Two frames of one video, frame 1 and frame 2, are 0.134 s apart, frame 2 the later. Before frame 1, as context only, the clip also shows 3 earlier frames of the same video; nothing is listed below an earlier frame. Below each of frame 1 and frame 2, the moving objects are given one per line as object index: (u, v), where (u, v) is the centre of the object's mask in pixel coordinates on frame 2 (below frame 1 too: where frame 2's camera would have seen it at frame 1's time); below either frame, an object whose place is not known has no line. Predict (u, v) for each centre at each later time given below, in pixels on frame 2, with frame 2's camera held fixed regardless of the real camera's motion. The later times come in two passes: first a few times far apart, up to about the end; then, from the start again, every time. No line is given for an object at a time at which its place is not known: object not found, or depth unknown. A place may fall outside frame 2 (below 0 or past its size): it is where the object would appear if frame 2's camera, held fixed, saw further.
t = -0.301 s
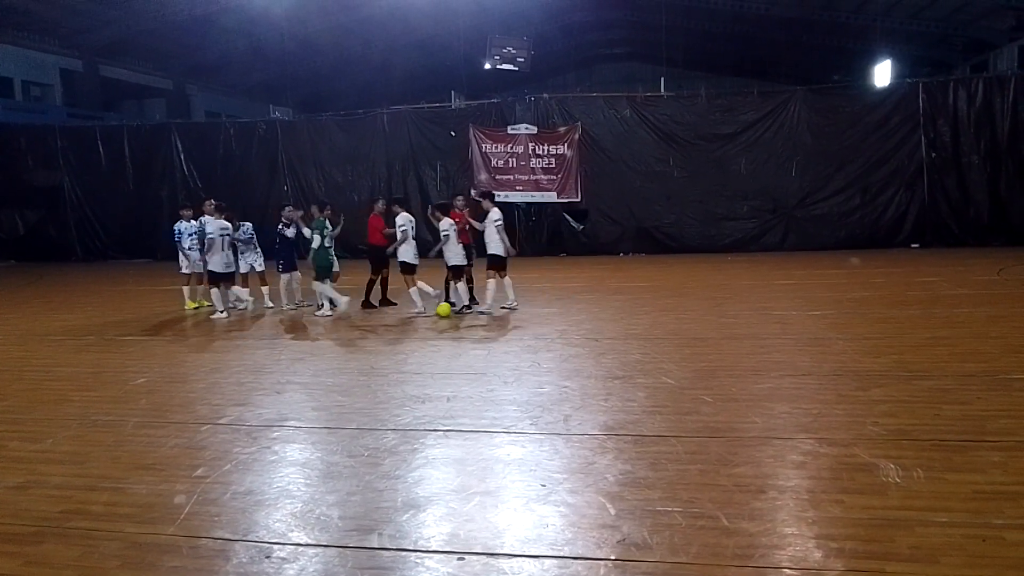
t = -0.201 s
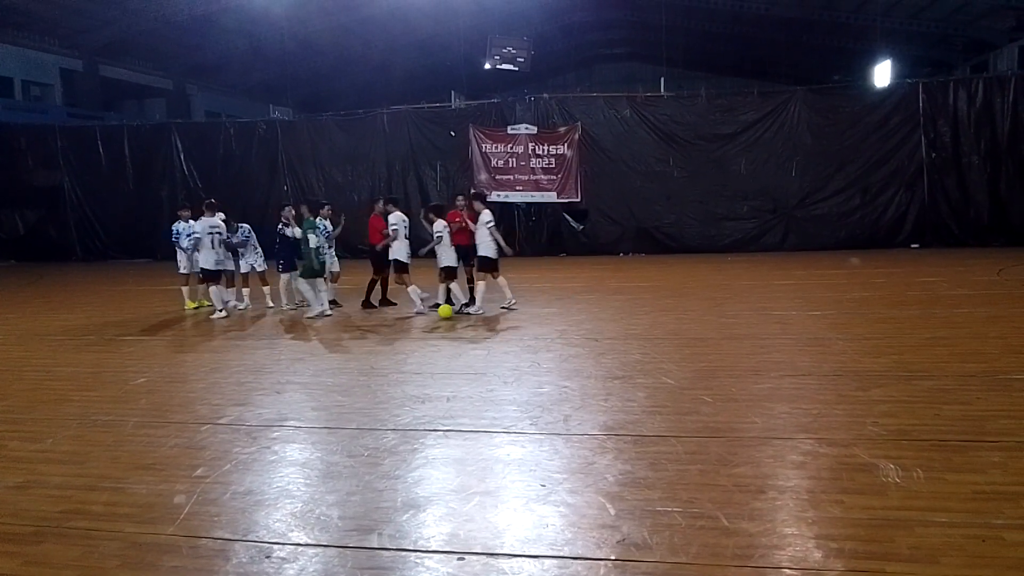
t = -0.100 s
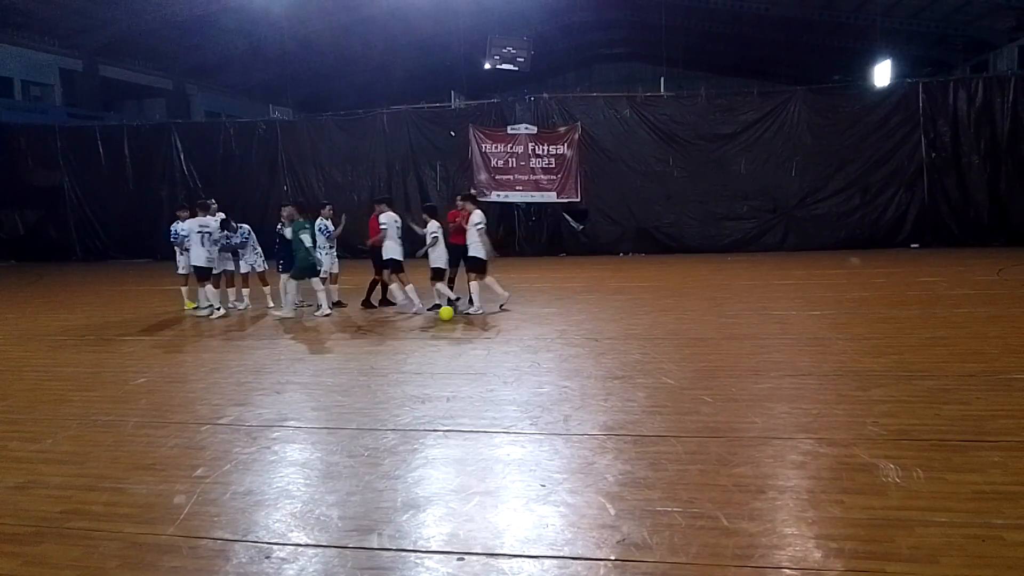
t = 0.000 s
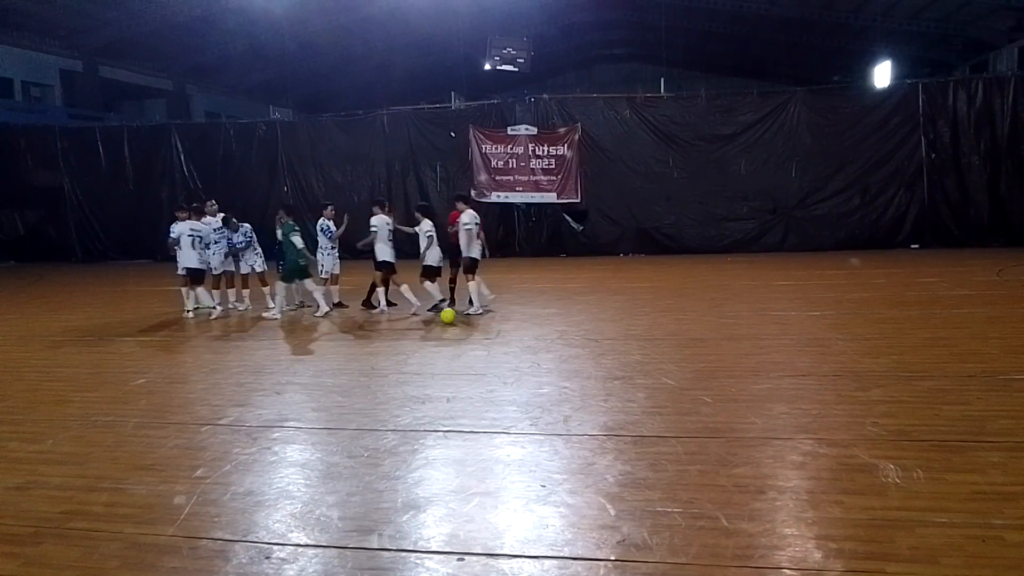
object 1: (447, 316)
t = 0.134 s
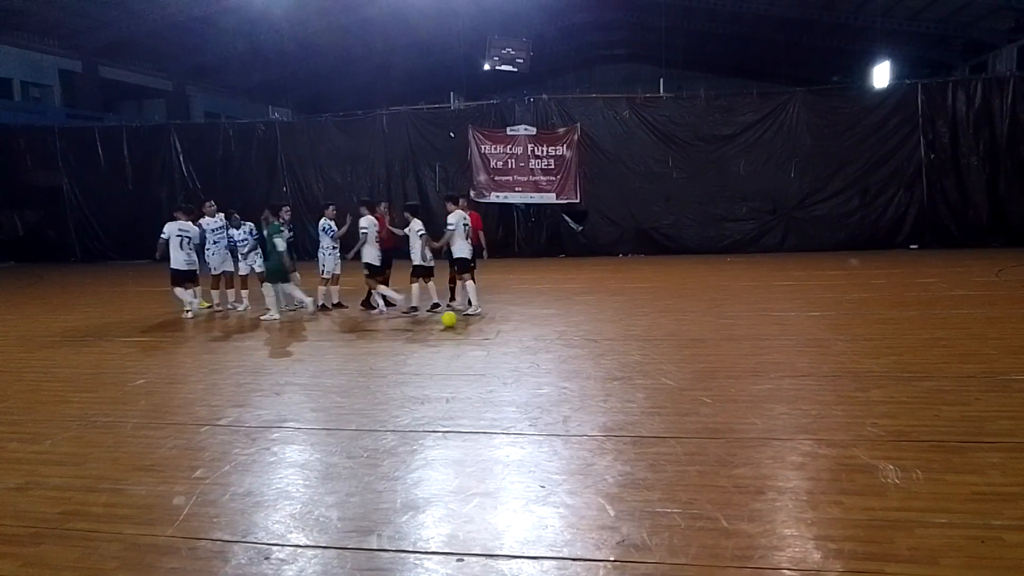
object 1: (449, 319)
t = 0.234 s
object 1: (450, 322)
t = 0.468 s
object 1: (454, 327)
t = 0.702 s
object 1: (457, 333)
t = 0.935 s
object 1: (461, 339)
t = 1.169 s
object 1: (465, 345)
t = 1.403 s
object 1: (469, 352)
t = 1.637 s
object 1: (474, 360)
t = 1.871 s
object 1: (479, 369)
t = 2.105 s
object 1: (485, 377)
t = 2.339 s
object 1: (491, 387)
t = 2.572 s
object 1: (499, 397)
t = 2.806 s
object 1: (507, 408)
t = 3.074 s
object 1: (518, 421)
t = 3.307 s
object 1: (531, 435)
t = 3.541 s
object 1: (545, 451)
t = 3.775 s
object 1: (558, 467)
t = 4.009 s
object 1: (574, 485)
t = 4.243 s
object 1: (592, 505)
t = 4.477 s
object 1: (610, 526)
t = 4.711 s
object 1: (632, 551)
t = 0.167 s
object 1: (449, 320)
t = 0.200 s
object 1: (450, 321)
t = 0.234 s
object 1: (450, 322)
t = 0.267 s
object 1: (451, 322)
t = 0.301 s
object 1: (451, 323)
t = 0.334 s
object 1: (452, 323)
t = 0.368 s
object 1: (452, 324)
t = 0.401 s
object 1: (453, 325)
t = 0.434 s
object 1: (453, 326)
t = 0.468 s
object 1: (454, 327)
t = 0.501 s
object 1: (455, 327)
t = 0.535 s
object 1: (455, 328)
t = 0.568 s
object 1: (455, 329)
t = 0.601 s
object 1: (456, 330)
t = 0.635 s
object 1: (456, 332)
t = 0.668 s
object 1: (457, 332)
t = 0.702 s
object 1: (457, 333)
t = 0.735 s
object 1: (458, 333)
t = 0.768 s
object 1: (458, 334)
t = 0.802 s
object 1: (459, 335)
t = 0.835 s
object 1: (459, 336)
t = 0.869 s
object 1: (460, 337)
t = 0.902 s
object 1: (461, 338)
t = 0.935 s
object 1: (461, 339)
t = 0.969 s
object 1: (461, 340)
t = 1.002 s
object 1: (462, 340)
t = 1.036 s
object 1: (463, 341)
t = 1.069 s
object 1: (463, 342)
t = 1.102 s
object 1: (464, 343)
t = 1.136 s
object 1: (464, 344)
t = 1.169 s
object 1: (465, 345)
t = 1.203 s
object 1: (465, 346)
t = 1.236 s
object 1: (466, 347)
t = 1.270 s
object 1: (467, 348)
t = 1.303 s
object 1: (467, 349)
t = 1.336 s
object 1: (468, 351)
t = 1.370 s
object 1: (468, 352)
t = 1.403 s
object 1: (469, 352)
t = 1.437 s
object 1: (470, 354)
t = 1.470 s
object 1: (470, 355)
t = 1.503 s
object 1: (471, 356)
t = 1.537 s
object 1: (471, 357)
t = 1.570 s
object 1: (472, 358)
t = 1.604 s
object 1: (473, 359)
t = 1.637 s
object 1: (474, 360)
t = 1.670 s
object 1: (474, 362)
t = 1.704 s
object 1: (475, 363)
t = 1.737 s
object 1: (476, 364)
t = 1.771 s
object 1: (477, 365)
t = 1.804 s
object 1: (478, 366)
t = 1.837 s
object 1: (478, 368)
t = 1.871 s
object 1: (479, 369)
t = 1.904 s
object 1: (480, 370)
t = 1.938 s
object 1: (481, 371)
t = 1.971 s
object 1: (481, 372)
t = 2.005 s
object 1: (482, 374)
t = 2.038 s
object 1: (483, 374)
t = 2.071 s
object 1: (484, 376)
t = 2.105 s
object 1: (485, 377)
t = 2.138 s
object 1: (485, 378)
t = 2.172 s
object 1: (487, 380)
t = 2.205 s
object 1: (487, 381)
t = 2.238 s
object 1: (488, 382)
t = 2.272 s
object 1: (490, 384)
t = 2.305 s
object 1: (490, 385)
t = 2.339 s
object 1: (491, 387)
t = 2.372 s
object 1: (492, 388)
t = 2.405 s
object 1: (494, 390)
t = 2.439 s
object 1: (495, 391)
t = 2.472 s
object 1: (496, 393)
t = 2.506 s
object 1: (497, 394)
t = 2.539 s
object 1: (498, 395)
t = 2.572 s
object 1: (499, 397)
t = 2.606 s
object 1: (501, 398)
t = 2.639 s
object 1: (501, 400)
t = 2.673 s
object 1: (502, 402)
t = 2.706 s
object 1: (503, 404)
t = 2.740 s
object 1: (505, 405)
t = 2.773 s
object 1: (506, 407)
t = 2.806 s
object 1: (507, 408)
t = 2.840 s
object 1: (509, 410)
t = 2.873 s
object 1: (510, 411)
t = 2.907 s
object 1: (511, 413)
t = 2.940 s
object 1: (513, 415)
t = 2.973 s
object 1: (514, 417)
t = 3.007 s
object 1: (515, 418)
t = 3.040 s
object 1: (517, 420)
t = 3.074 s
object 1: (518, 421)
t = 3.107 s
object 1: (519, 423)
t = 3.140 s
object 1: (521, 425)
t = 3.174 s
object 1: (523, 427)
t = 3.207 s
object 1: (525, 429)
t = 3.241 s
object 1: (527, 431)
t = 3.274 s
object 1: (529, 433)
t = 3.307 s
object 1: (531, 435)
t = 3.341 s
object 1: (533, 438)
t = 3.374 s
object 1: (535, 439)
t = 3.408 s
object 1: (537, 442)
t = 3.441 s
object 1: (539, 444)
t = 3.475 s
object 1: (540, 446)
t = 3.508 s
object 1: (542, 448)
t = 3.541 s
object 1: (545, 451)
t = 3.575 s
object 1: (547, 453)
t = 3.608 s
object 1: (549, 456)
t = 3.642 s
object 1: (550, 457)
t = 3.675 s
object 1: (552, 460)
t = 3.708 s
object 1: (554, 461)
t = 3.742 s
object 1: (556, 464)
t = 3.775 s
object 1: (558, 467)
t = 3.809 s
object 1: (561, 469)
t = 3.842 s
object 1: (563, 472)
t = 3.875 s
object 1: (565, 474)
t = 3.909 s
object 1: (568, 476)
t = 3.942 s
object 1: (570, 479)
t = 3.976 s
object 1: (572, 482)
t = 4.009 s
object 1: (574, 485)
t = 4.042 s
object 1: (577, 487)
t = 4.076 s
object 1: (579, 490)
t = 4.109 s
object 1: (581, 493)
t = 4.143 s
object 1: (584, 495)
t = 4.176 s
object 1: (586, 498)
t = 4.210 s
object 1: (589, 501)
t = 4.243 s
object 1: (592, 505)
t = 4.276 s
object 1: (594, 508)
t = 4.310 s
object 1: (597, 511)
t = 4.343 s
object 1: (600, 514)
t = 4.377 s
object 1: (602, 518)
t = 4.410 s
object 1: (605, 520)
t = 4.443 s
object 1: (608, 524)
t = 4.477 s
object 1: (610, 526)
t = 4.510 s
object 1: (613, 529)
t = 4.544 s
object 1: (616, 533)
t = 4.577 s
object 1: (619, 537)
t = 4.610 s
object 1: (622, 540)
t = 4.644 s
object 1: (625, 542)
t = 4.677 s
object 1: (628, 546)
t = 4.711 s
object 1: (632, 551)
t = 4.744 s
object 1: (635, 555)
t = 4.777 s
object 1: (638, 559)
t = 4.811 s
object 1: (642, 562)
